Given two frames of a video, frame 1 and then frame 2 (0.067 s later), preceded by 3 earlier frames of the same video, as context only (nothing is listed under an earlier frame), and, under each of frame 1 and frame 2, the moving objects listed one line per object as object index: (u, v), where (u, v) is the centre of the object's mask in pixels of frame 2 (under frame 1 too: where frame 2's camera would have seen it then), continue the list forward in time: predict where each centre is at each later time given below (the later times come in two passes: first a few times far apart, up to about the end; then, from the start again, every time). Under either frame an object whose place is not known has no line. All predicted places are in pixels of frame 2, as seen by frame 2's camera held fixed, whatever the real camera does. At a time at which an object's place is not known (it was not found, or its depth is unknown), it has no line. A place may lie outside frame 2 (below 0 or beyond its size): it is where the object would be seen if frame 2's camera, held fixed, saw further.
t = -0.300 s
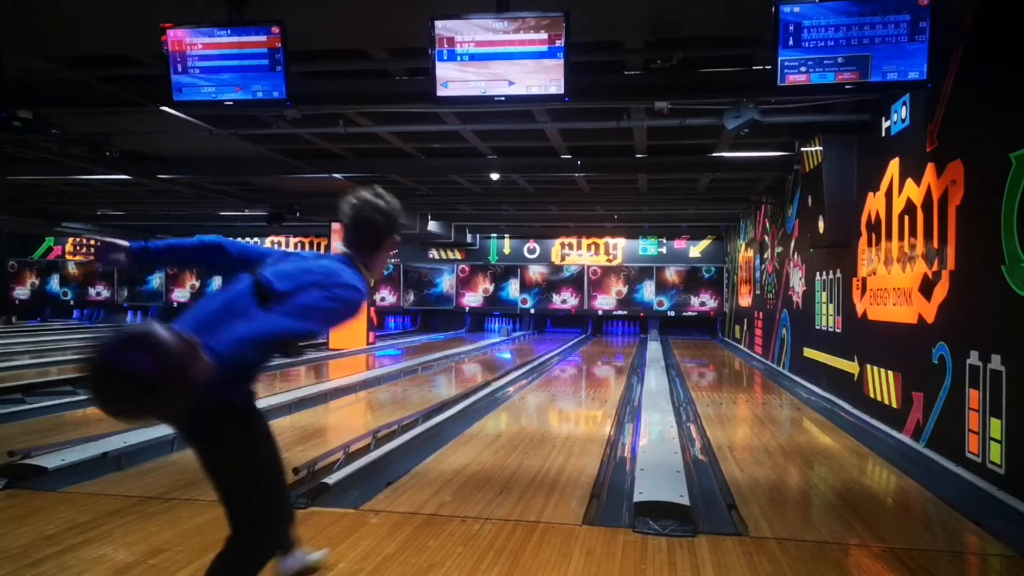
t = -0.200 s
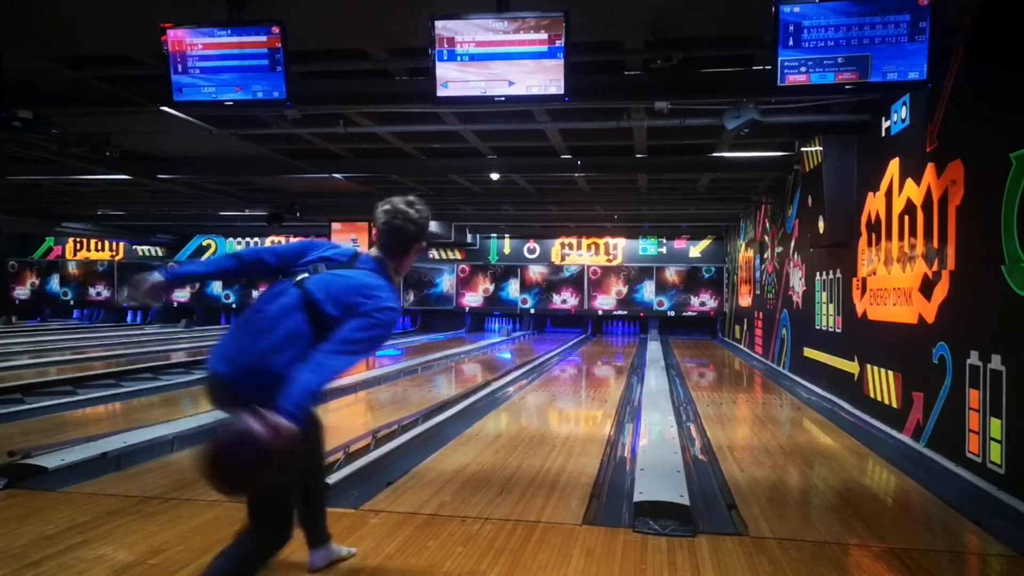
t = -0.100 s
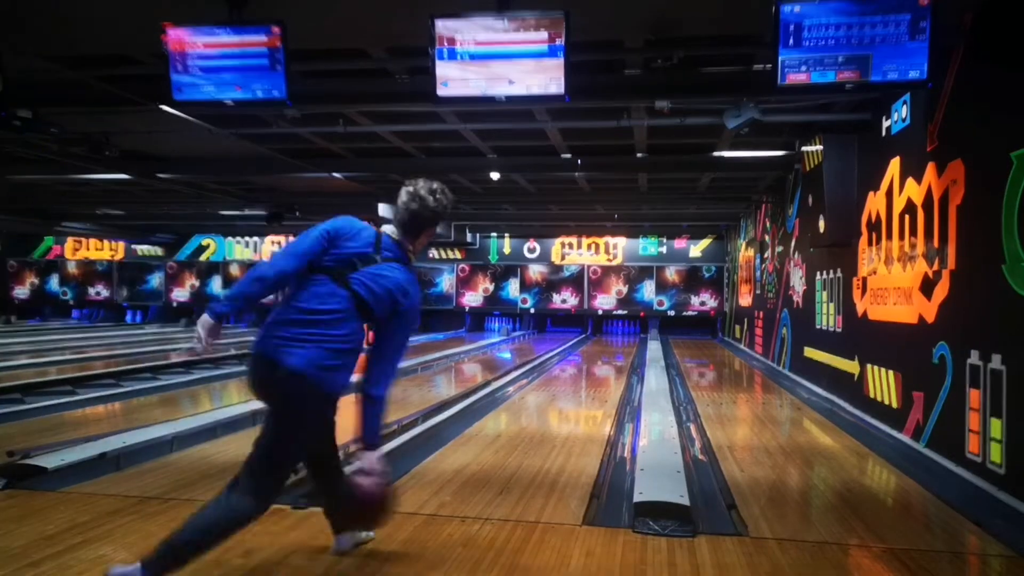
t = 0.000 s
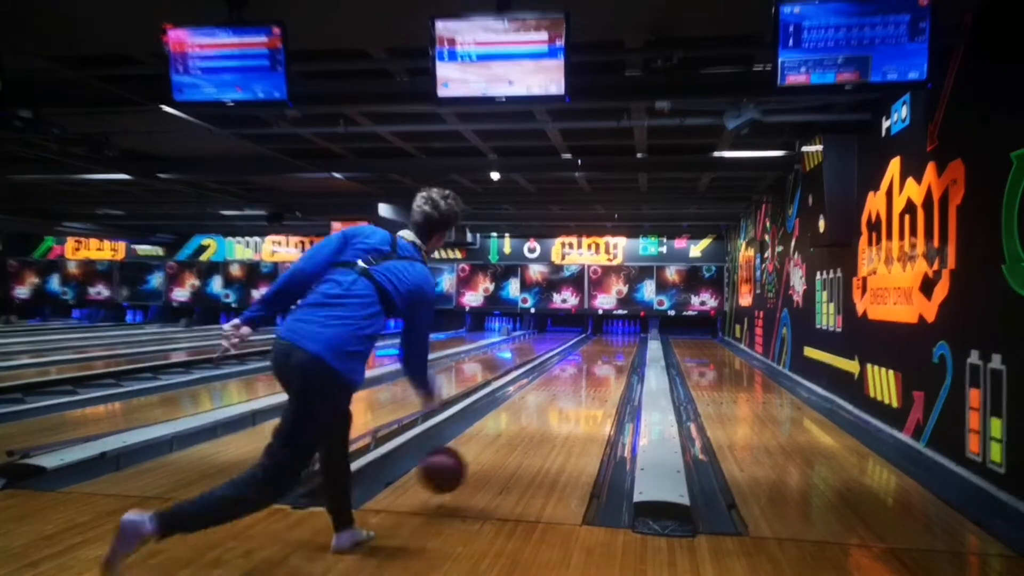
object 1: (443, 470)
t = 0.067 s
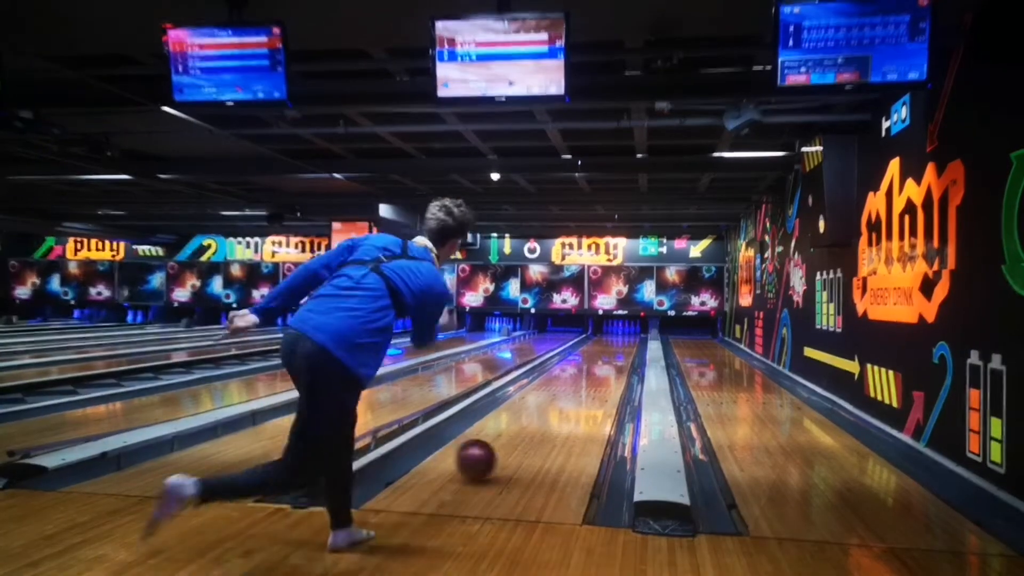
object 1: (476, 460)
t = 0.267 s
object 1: (534, 413)
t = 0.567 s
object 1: (576, 377)
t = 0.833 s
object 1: (595, 361)
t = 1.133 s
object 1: (608, 350)
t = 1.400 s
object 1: (616, 342)
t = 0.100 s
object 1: (489, 452)
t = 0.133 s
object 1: (501, 443)
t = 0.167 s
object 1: (510, 434)
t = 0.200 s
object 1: (519, 426)
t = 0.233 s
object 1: (527, 419)
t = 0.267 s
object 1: (534, 413)
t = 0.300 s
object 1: (541, 408)
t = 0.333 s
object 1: (547, 403)
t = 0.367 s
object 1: (552, 398)
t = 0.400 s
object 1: (557, 394)
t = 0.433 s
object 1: (561, 390)
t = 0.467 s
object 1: (566, 387)
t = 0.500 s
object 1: (569, 383)
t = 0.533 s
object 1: (573, 380)
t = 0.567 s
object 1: (576, 377)
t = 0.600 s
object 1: (579, 375)
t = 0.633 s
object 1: (581, 373)
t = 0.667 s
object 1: (584, 371)
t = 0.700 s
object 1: (586, 369)
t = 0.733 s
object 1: (588, 367)
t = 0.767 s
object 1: (591, 365)
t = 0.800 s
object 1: (593, 362)
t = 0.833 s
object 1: (595, 361)
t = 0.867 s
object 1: (597, 360)
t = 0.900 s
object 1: (599, 358)
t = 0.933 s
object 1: (601, 356)
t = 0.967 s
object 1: (602, 355)
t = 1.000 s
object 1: (603, 354)
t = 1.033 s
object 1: (605, 353)
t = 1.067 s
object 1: (607, 351)
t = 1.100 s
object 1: (607, 350)
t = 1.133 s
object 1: (608, 350)
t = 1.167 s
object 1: (609, 348)
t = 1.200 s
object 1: (610, 347)
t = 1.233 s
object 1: (611, 346)
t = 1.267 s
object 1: (612, 346)
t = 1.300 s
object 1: (612, 345)
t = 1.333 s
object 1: (615, 344)
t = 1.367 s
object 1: (615, 344)
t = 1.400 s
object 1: (616, 342)
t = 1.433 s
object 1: (617, 341)
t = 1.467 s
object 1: (618, 340)
